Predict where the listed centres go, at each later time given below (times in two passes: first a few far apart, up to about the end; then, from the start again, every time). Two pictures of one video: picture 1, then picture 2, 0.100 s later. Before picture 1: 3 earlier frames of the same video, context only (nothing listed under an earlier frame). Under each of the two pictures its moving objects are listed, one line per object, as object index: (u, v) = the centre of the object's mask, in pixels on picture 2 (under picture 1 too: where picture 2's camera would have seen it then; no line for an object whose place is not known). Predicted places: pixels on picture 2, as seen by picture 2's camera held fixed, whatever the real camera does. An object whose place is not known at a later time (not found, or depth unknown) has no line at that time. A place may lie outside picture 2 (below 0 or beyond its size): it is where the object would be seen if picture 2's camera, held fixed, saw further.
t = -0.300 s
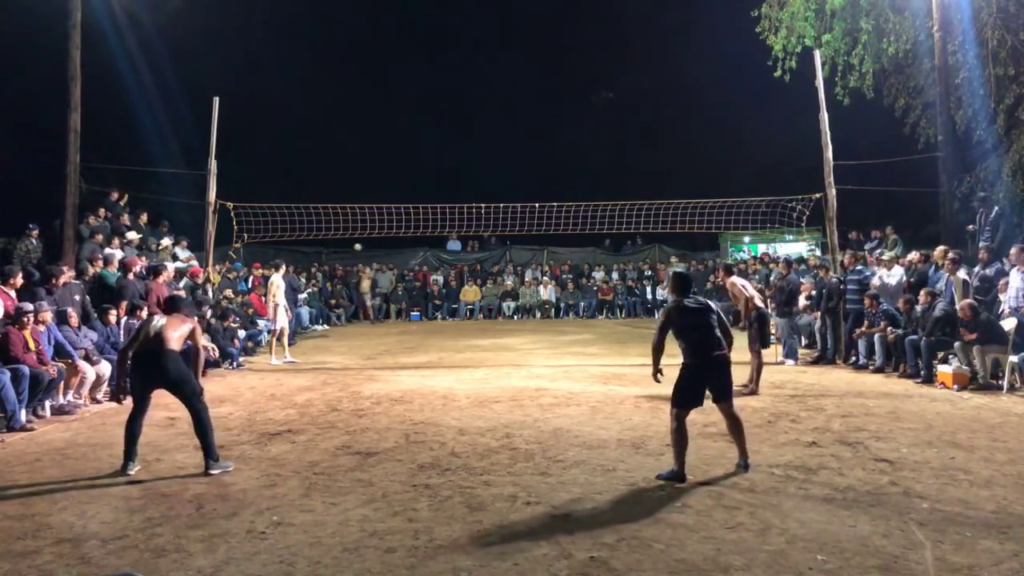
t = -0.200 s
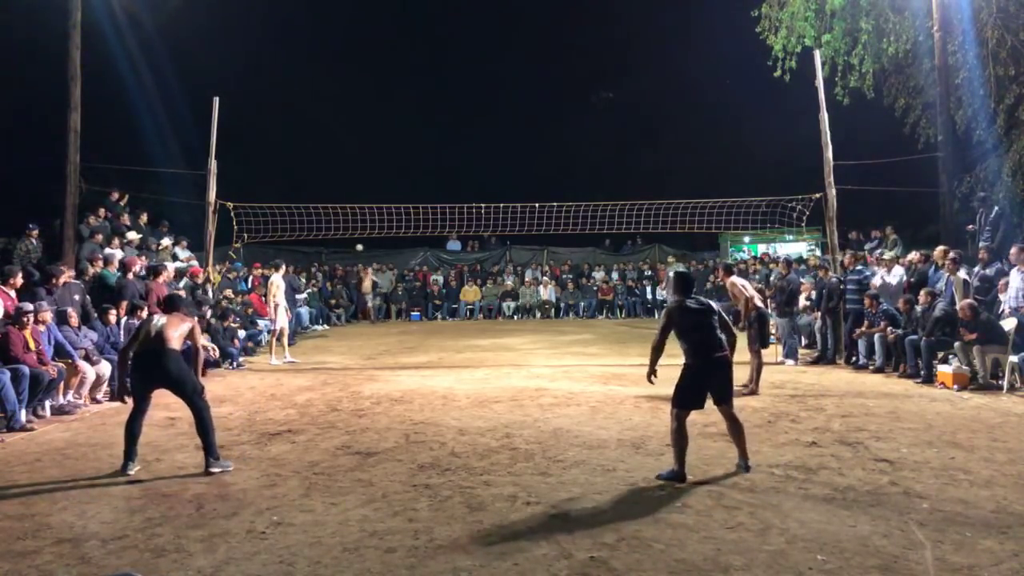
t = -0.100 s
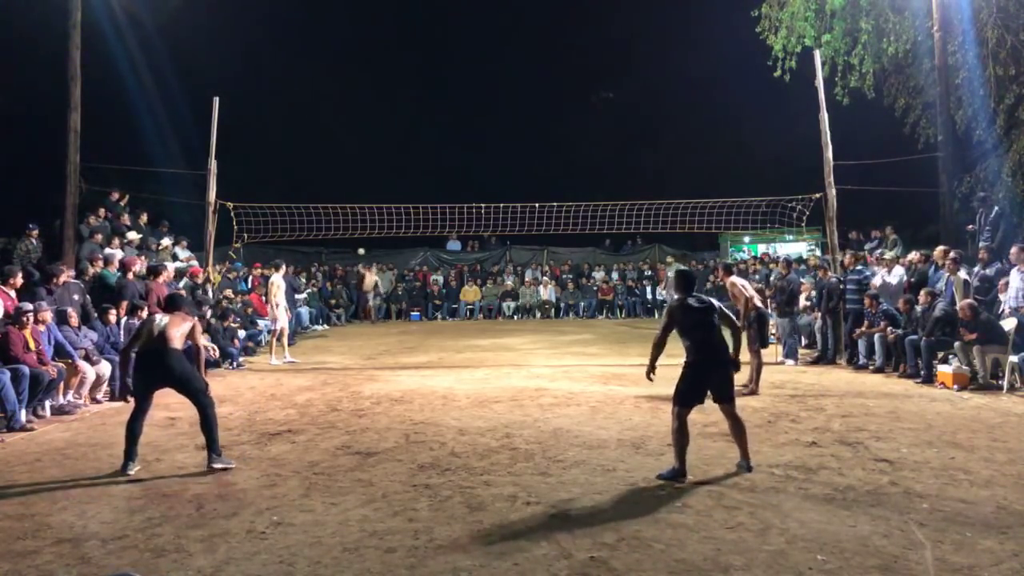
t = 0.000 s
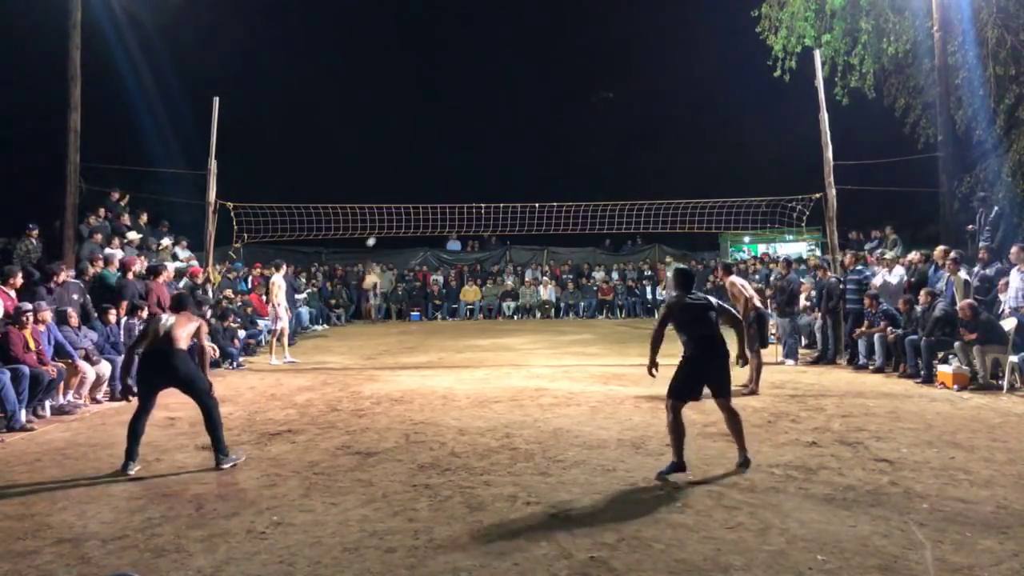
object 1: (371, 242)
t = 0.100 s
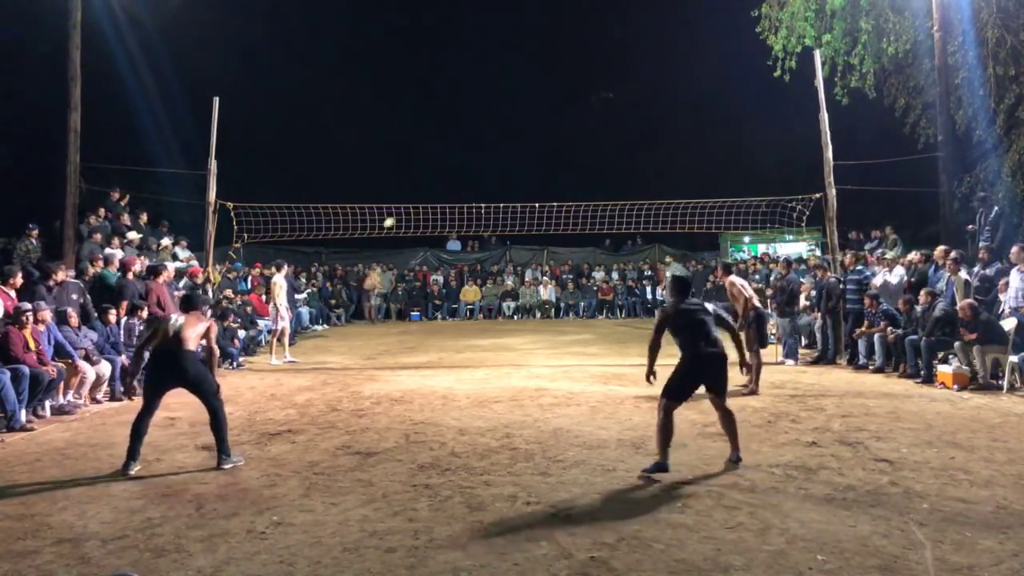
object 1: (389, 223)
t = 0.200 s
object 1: (411, 205)
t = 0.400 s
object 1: (467, 171)
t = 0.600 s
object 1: (553, 150)
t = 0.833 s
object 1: (719, 152)
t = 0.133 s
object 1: (396, 216)
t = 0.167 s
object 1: (403, 211)
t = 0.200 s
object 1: (411, 205)
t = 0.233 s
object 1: (419, 199)
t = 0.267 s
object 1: (427, 193)
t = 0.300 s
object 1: (436, 187)
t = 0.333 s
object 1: (446, 181)
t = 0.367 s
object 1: (456, 176)
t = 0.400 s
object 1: (467, 171)
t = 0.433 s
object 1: (478, 167)
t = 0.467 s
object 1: (491, 163)
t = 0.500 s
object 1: (505, 158)
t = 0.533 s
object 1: (520, 156)
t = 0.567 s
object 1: (535, 153)
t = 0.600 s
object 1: (553, 150)
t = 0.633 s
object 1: (572, 148)
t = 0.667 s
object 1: (592, 146)
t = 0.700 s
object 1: (613, 146)
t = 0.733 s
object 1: (637, 146)
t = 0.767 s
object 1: (661, 147)
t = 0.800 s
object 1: (688, 148)
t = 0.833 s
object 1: (719, 152)
